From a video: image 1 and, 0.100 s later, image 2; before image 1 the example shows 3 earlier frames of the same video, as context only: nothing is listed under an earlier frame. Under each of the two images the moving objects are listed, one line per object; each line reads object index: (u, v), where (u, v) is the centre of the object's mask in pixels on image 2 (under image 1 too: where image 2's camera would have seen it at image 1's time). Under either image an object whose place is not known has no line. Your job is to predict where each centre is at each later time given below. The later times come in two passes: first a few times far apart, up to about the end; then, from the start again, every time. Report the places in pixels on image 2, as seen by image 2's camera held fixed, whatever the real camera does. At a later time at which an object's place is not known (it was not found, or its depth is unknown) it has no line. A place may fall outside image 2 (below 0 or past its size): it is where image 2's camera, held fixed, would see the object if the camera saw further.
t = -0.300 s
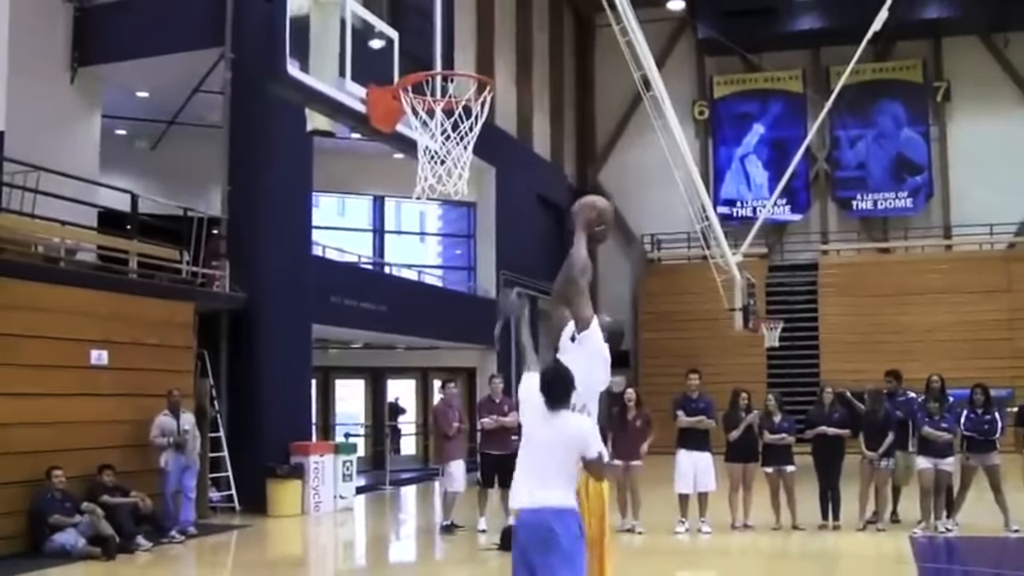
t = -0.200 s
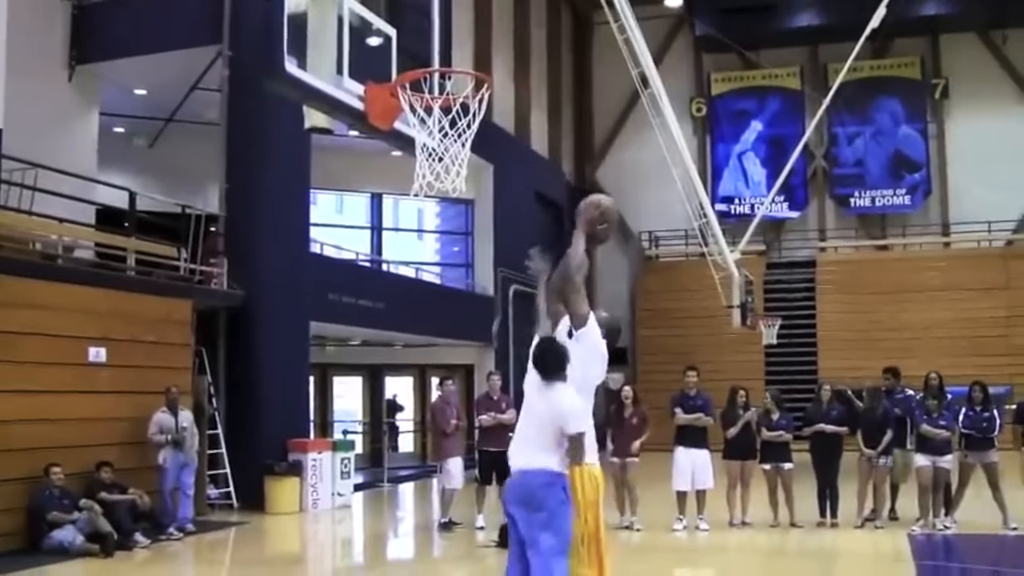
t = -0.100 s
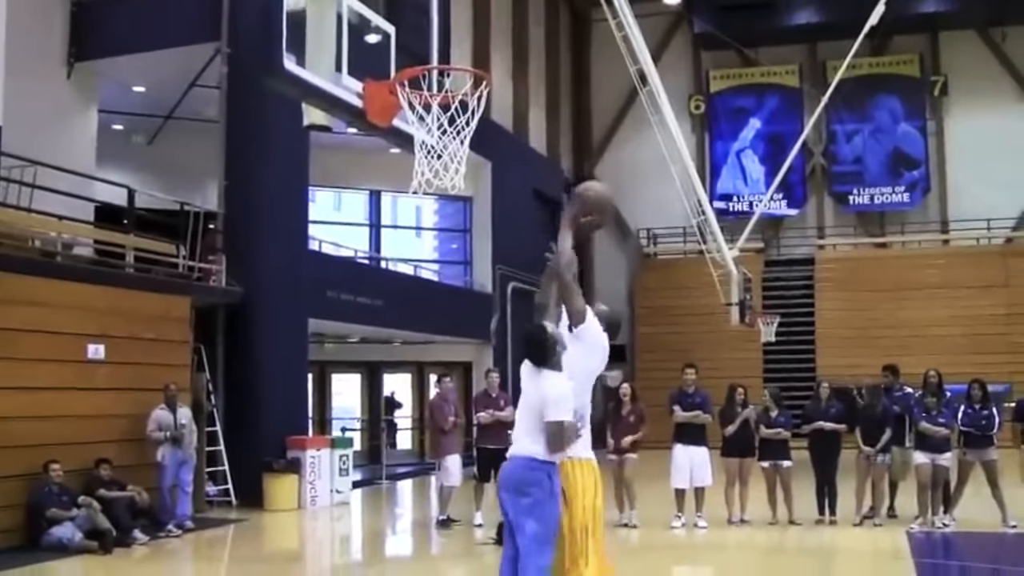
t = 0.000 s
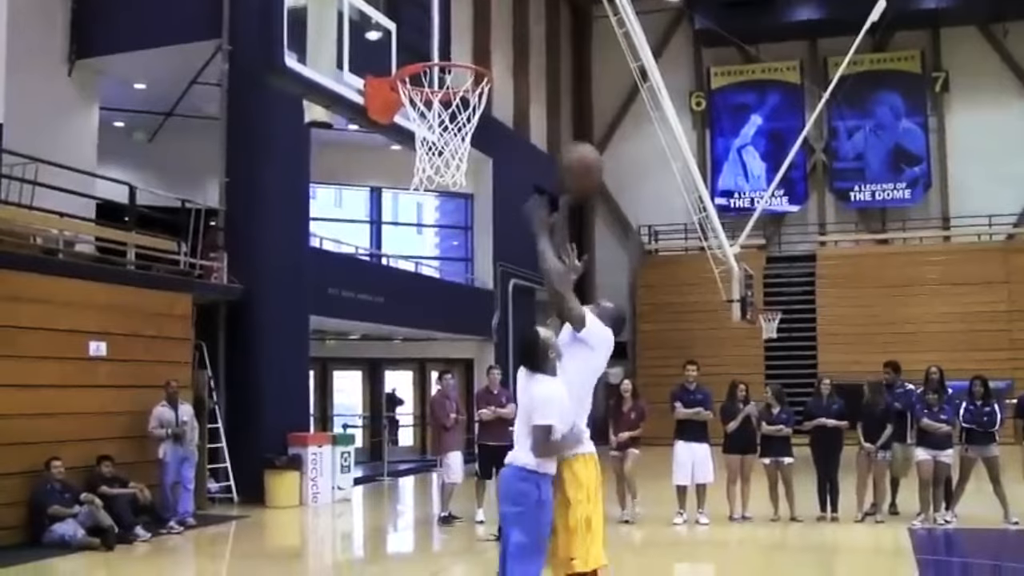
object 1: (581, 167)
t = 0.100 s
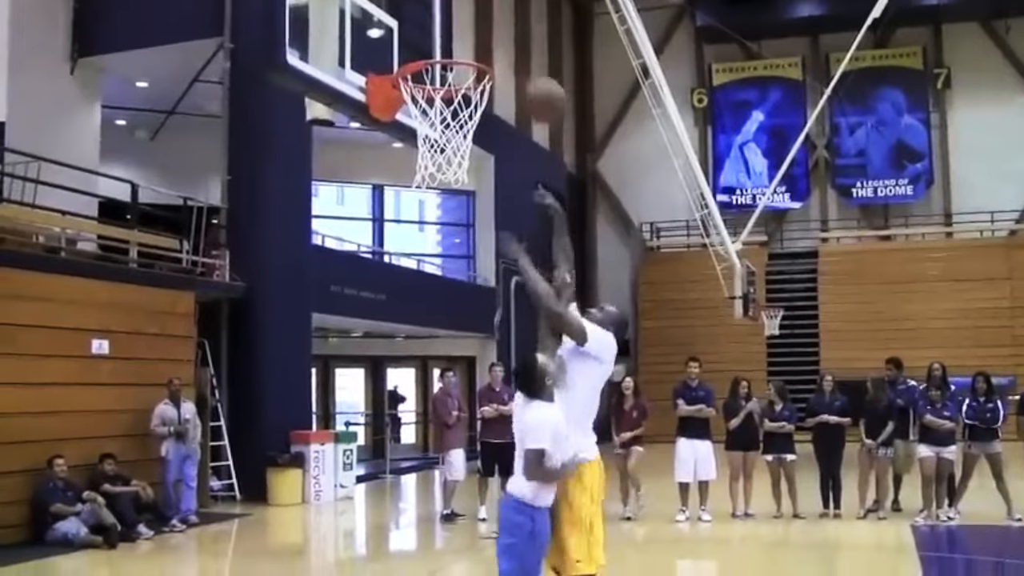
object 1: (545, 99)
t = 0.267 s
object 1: (474, 34)
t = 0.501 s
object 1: (401, 20)
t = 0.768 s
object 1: (494, 40)
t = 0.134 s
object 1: (530, 82)
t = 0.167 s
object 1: (516, 68)
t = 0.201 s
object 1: (504, 52)
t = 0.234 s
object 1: (488, 42)
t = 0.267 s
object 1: (474, 34)
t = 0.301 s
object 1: (462, 25)
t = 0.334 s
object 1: (446, 18)
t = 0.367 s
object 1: (431, 15)
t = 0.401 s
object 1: (416, 14)
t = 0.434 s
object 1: (403, 13)
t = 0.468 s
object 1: (395, 16)
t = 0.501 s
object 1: (401, 20)
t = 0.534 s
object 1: (408, 27)
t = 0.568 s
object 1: (413, 35)
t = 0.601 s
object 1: (422, 42)
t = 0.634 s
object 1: (434, 40)
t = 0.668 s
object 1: (451, 37)
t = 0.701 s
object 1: (465, 37)
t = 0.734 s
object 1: (478, 37)
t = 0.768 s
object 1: (494, 40)
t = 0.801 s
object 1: (506, 45)
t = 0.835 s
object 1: (522, 49)
